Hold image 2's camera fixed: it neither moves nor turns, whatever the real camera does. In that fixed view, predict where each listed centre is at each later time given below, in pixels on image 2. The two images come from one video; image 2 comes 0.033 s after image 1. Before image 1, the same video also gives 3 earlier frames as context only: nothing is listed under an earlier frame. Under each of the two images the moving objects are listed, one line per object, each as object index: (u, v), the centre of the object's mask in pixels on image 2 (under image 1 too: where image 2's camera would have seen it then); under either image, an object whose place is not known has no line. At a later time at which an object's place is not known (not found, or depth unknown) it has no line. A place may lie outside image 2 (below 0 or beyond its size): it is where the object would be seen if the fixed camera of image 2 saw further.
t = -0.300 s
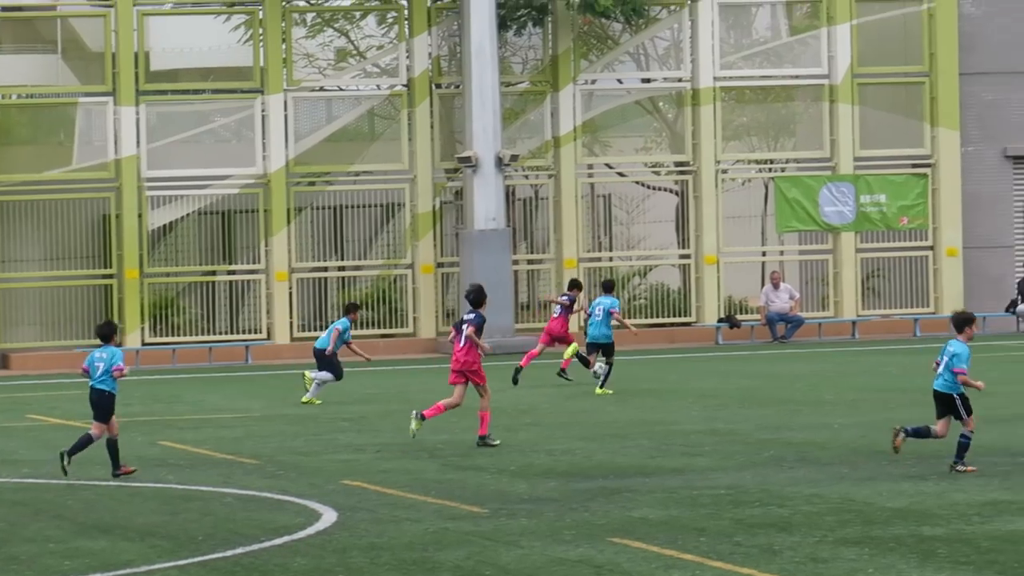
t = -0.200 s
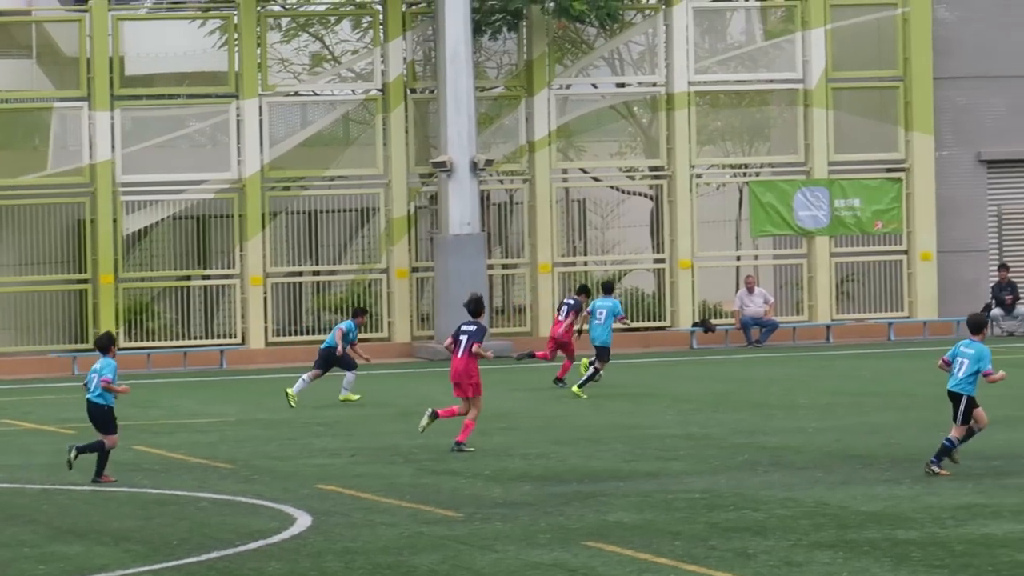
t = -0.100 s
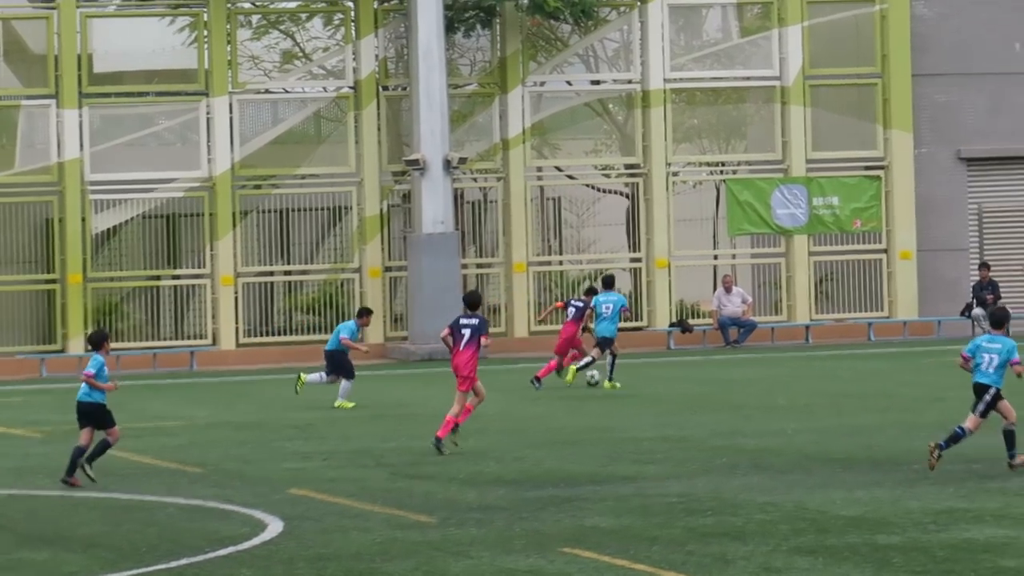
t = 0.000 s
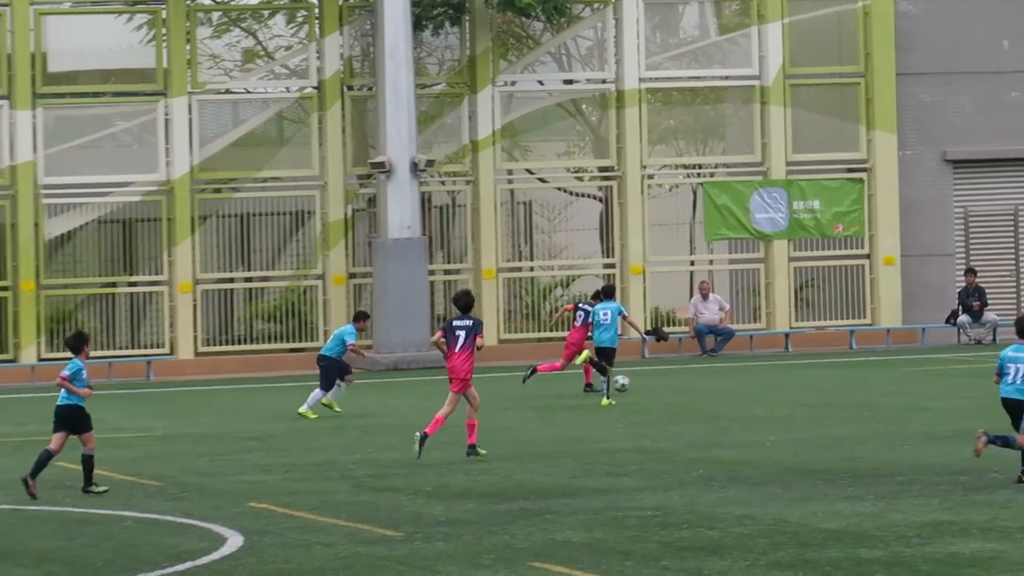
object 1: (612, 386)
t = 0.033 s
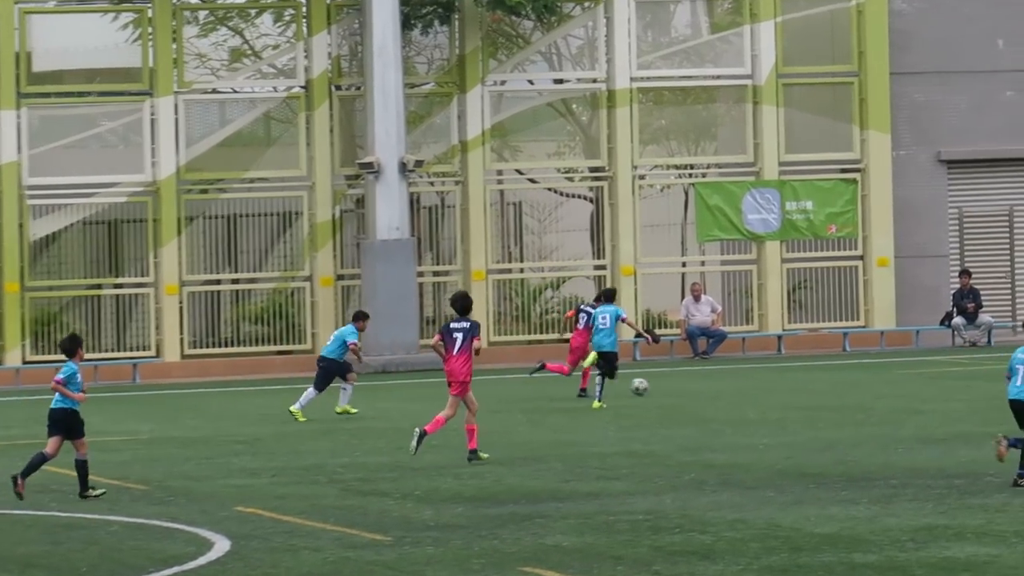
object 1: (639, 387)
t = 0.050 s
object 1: (652, 387)
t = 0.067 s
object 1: (665, 387)
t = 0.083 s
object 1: (677, 385)
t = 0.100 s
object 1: (688, 384)
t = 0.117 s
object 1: (700, 383)
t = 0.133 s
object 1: (711, 382)
